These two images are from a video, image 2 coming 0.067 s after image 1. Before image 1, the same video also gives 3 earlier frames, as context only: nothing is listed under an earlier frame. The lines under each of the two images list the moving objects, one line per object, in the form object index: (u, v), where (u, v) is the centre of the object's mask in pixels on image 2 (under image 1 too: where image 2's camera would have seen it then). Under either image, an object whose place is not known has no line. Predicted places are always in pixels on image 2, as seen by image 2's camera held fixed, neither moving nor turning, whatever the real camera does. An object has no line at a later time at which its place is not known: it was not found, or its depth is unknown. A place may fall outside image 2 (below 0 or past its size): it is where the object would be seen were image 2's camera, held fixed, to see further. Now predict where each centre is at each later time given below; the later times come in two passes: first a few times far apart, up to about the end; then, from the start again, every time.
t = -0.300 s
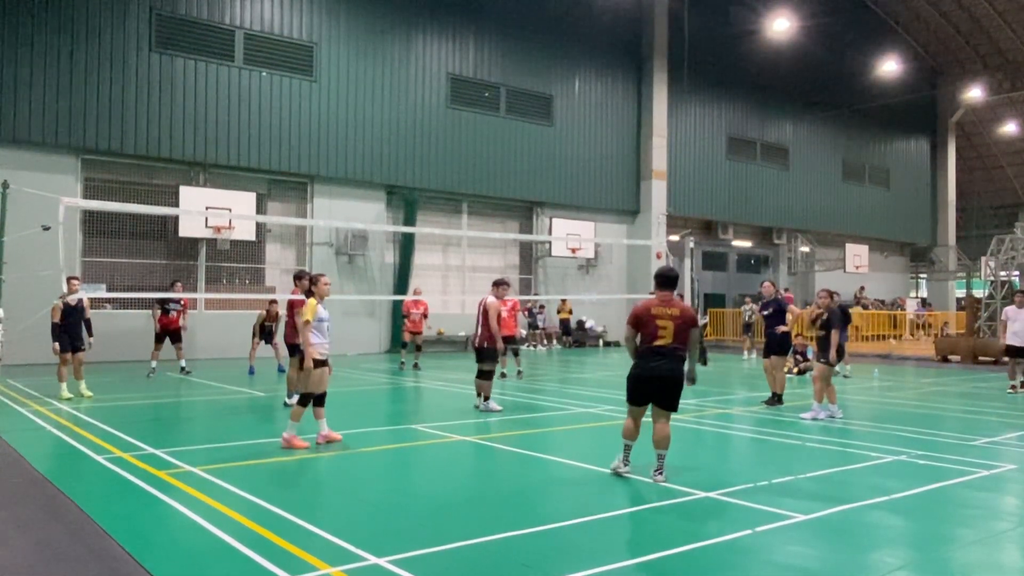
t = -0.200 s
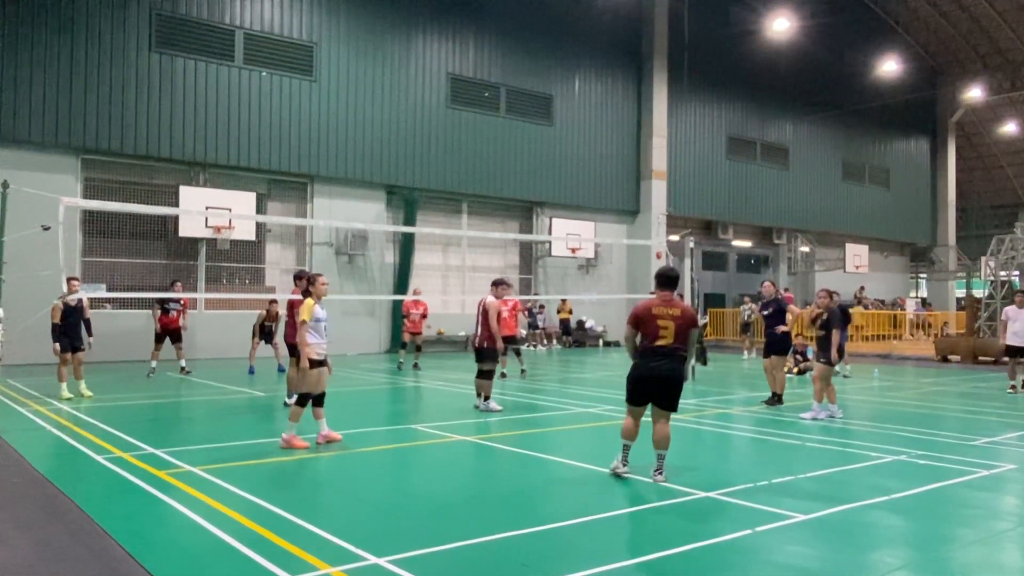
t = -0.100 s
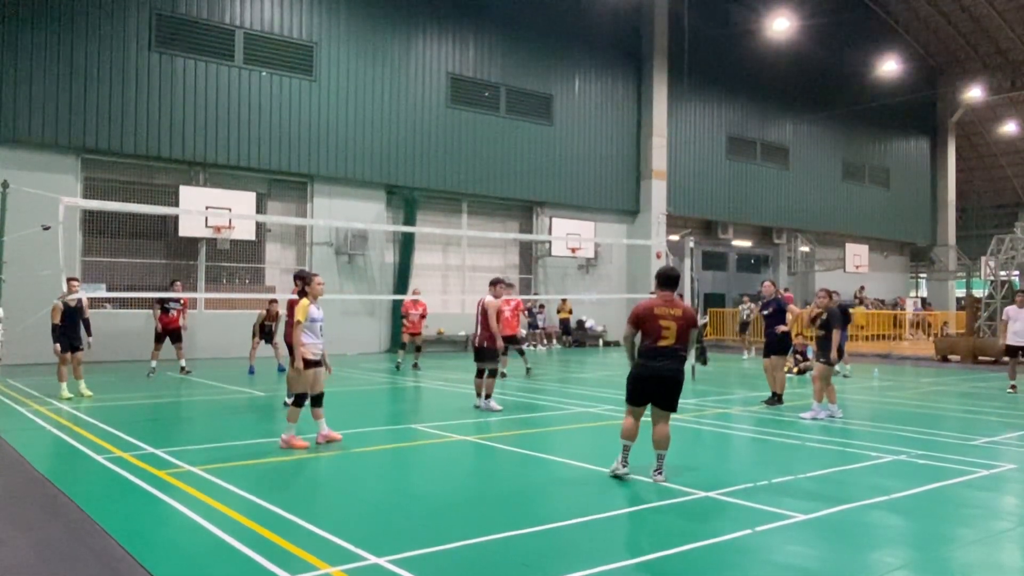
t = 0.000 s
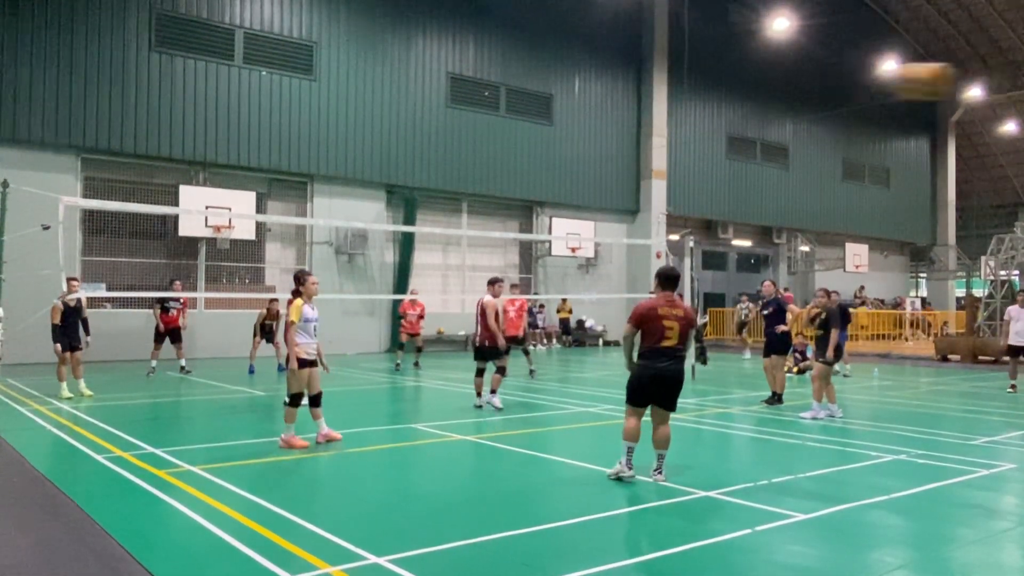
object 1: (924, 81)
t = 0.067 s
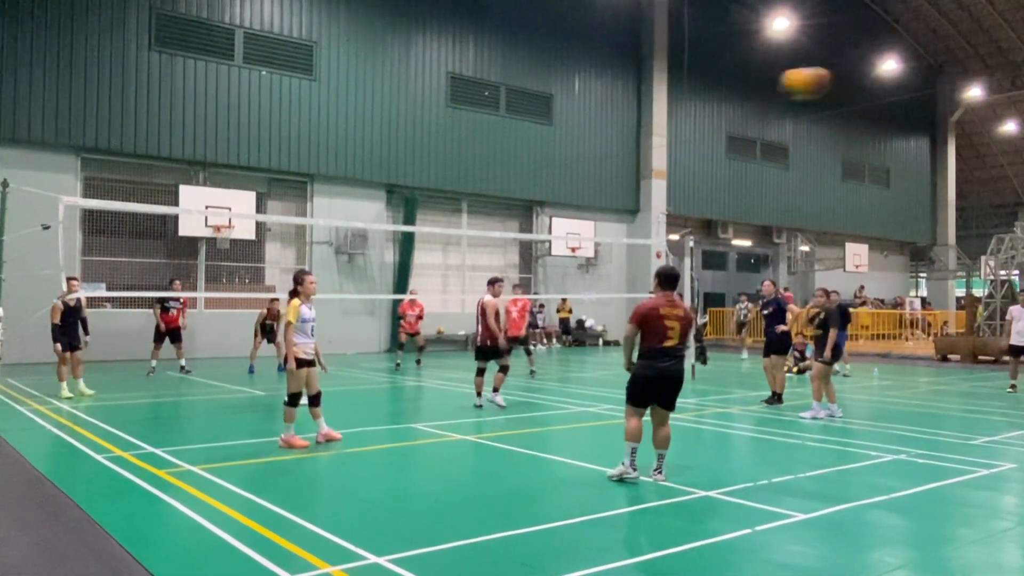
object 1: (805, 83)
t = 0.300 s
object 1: (582, 123)
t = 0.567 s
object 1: (466, 195)
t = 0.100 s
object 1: (758, 86)
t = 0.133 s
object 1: (719, 90)
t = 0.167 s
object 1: (684, 93)
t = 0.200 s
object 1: (652, 101)
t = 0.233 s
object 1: (627, 108)
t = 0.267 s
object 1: (603, 114)
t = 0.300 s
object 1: (582, 123)
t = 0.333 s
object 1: (563, 131)
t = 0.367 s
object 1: (544, 139)
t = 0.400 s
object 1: (529, 147)
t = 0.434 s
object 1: (514, 157)
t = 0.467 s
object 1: (500, 165)
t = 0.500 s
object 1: (489, 175)
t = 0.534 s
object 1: (477, 186)
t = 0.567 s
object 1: (466, 195)
